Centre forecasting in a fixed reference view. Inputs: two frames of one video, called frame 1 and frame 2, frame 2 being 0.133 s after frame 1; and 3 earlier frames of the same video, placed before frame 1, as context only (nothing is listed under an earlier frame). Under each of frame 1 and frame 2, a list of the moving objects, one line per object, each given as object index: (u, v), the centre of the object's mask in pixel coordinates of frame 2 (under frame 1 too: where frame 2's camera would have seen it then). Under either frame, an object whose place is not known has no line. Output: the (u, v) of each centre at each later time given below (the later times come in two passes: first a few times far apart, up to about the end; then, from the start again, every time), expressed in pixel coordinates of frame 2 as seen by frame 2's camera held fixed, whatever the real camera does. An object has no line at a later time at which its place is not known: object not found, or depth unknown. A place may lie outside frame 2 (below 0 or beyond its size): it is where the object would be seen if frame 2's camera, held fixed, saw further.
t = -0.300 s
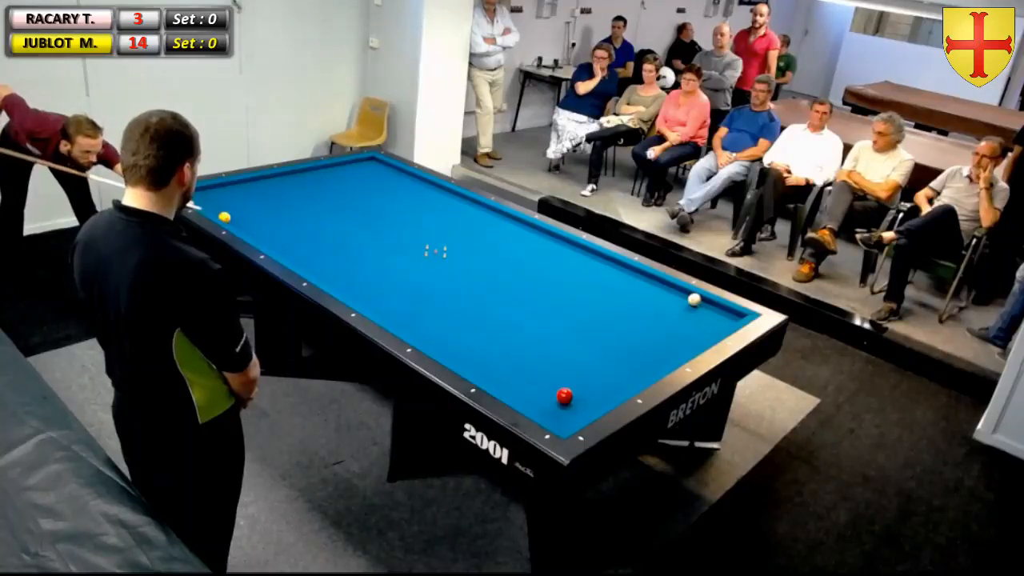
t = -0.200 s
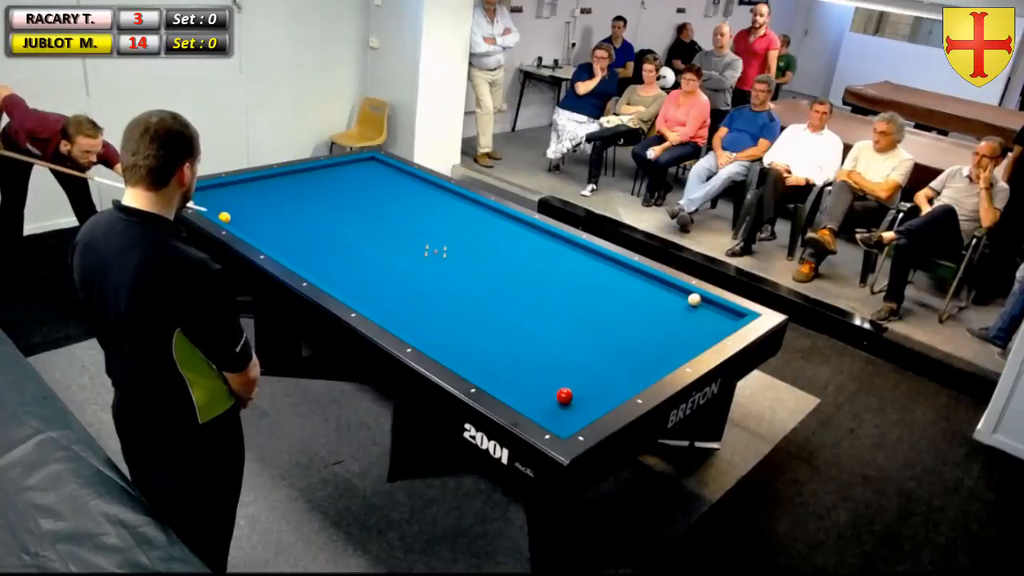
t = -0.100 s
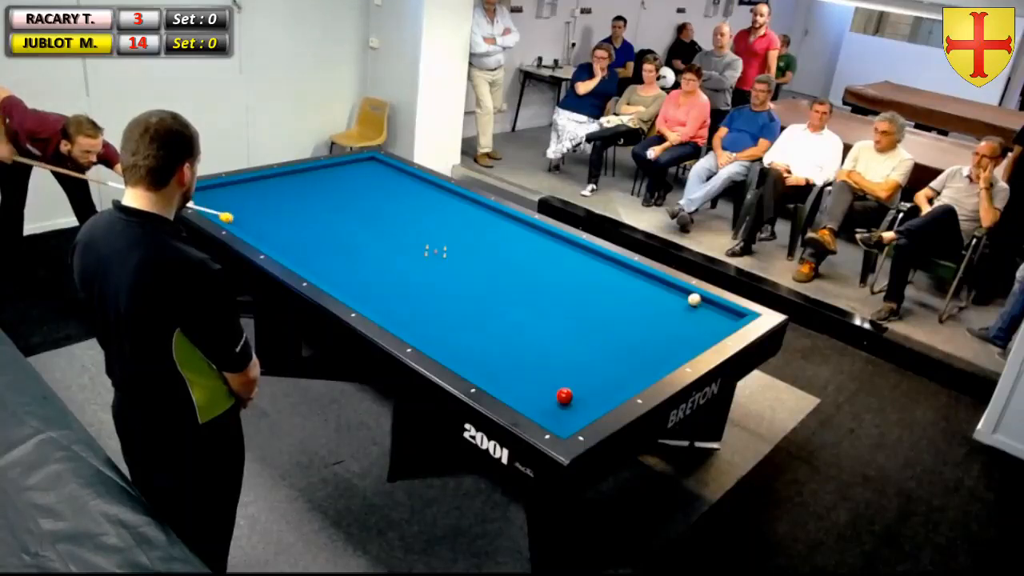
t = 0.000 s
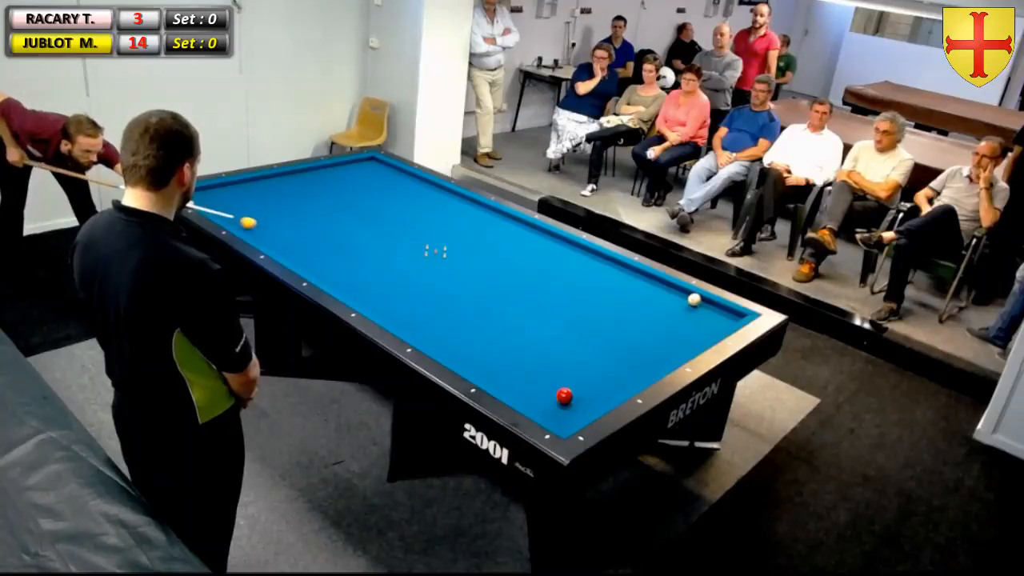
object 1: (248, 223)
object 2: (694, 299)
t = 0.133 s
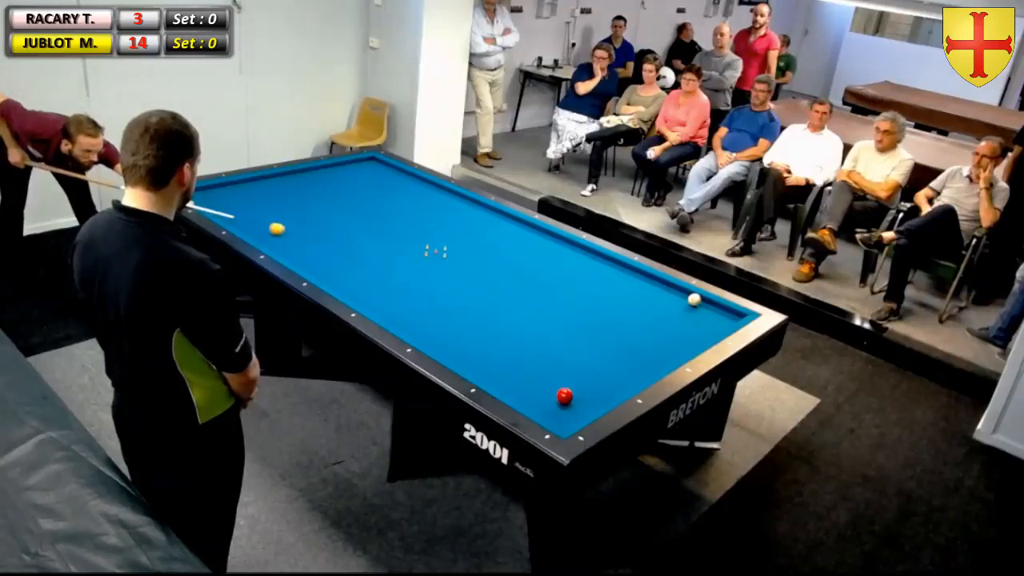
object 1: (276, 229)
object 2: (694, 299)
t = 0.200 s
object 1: (291, 232)
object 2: (694, 299)
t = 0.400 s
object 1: (334, 241)
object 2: (694, 299)
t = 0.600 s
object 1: (379, 251)
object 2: (694, 299)
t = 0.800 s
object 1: (424, 260)
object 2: (694, 299)
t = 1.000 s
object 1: (471, 270)
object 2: (694, 299)
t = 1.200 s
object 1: (518, 280)
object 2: (694, 299)
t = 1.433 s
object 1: (573, 292)
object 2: (694, 299)
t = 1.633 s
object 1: (622, 302)
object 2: (694, 299)
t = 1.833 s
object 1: (671, 313)
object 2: (694, 299)
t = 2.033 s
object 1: (719, 323)
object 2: (694, 299)
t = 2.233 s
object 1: (713, 307)
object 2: (694, 299)
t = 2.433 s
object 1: (705, 302)
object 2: (679, 296)
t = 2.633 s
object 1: (701, 302)
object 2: (659, 292)
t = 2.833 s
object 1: (697, 301)
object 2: (641, 288)
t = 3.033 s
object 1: (693, 301)
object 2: (622, 285)
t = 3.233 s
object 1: (690, 301)
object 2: (604, 281)
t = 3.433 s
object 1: (687, 300)
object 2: (586, 277)
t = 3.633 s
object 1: (684, 300)
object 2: (569, 274)
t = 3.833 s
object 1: (682, 300)
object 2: (552, 270)
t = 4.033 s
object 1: (680, 300)
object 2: (536, 267)
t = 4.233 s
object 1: (678, 300)
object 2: (521, 263)
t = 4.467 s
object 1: (677, 300)
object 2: (503, 260)
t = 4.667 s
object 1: (676, 300)
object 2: (488, 257)
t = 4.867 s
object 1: (674, 300)
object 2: (474, 254)
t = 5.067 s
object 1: (674, 300)
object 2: (460, 251)
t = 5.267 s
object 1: (674, 300)
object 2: (448, 248)
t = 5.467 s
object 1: (674, 300)
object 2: (434, 246)
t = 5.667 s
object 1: (674, 300)
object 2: (422, 244)
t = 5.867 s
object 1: (674, 300)
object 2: (410, 241)
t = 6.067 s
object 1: (674, 300)
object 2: (399, 238)
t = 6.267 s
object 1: (674, 300)
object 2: (388, 236)
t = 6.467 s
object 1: (674, 300)
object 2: (377, 234)
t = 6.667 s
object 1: (673, 300)
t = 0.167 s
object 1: (283, 230)
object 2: (694, 299)
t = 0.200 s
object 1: (291, 232)
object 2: (694, 299)
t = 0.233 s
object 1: (298, 233)
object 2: (694, 299)
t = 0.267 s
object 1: (305, 235)
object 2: (694, 299)
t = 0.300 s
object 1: (312, 237)
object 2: (694, 299)
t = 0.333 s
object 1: (320, 238)
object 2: (694, 299)
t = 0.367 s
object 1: (327, 240)
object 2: (694, 299)
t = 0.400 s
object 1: (334, 241)
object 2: (694, 299)
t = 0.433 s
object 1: (341, 242)
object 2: (694, 299)
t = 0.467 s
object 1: (349, 244)
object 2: (694, 299)
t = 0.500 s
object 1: (357, 246)
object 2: (694, 299)
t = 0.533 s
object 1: (364, 247)
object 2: (694, 299)
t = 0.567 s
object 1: (371, 249)
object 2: (694, 299)
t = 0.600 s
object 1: (379, 251)
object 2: (694, 299)
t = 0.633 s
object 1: (387, 252)
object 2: (694, 299)
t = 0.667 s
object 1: (394, 254)
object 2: (694, 299)
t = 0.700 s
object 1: (402, 256)
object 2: (694, 299)
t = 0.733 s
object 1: (409, 257)
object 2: (694, 299)
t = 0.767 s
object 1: (416, 259)
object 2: (694, 299)
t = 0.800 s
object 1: (424, 260)
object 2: (694, 299)
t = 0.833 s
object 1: (432, 262)
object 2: (694, 299)
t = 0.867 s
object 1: (440, 264)
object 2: (694, 299)
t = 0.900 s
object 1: (448, 265)
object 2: (694, 299)
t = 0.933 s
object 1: (455, 267)
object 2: (694, 299)
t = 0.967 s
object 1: (463, 269)
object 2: (694, 299)
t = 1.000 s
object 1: (471, 270)
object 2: (694, 299)
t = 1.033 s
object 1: (478, 272)
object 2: (694, 299)
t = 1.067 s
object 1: (486, 273)
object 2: (694, 299)
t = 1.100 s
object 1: (494, 275)
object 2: (694, 299)
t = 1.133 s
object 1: (502, 277)
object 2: (694, 299)
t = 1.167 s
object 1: (510, 278)
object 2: (694, 299)
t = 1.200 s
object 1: (518, 280)
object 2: (694, 299)
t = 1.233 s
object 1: (526, 282)
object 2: (694, 299)
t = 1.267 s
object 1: (534, 283)
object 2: (694, 299)
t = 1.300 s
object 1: (542, 285)
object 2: (694, 299)
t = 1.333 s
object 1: (550, 287)
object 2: (694, 299)
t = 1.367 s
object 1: (558, 289)
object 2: (694, 299)
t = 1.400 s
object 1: (566, 290)
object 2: (694, 299)
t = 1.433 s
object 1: (573, 292)
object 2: (694, 299)
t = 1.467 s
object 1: (582, 294)
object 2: (694, 299)
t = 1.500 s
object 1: (590, 295)
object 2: (694, 299)
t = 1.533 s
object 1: (598, 297)
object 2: (694, 299)
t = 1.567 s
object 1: (606, 299)
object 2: (694, 299)
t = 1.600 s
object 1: (614, 301)
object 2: (694, 299)
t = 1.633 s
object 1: (622, 302)
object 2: (694, 299)
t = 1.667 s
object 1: (630, 304)
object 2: (694, 299)
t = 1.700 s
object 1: (638, 306)
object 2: (694, 299)
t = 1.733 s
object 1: (646, 308)
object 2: (694, 299)
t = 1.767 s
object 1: (654, 309)
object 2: (694, 299)
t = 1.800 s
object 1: (663, 311)
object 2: (694, 299)
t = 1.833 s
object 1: (671, 313)
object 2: (694, 299)
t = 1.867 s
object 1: (679, 314)
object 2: (694, 299)
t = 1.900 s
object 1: (687, 316)
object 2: (694, 299)
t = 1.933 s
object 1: (695, 317)
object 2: (694, 299)
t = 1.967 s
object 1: (704, 320)
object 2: (694, 299)
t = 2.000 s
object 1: (712, 321)
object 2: (694, 299)
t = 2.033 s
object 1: (719, 323)
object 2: (694, 299)
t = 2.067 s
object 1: (724, 322)
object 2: (694, 299)
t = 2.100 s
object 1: (721, 319)
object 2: (694, 299)
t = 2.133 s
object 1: (719, 316)
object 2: (694, 299)
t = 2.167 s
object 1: (716, 313)
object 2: (694, 299)
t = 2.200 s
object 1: (715, 310)
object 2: (694, 299)
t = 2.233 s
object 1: (713, 307)
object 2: (694, 299)
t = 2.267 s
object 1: (711, 304)
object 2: (693, 299)
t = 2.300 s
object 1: (710, 302)
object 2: (694, 299)
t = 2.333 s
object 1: (707, 302)
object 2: (692, 299)
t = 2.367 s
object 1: (707, 302)
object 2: (687, 298)
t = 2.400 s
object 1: (706, 302)
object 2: (683, 297)
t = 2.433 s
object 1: (705, 302)
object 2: (679, 296)
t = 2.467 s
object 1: (705, 302)
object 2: (676, 296)
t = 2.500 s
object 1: (704, 302)
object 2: (672, 295)
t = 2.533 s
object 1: (703, 302)
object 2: (669, 294)
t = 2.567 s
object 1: (703, 302)
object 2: (666, 294)
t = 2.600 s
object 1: (702, 302)
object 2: (663, 293)
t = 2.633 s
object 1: (701, 302)
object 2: (659, 292)
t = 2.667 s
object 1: (700, 302)
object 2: (656, 292)
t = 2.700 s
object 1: (700, 302)
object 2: (653, 291)
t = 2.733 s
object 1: (699, 301)
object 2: (650, 290)
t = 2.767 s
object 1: (698, 301)
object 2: (647, 290)
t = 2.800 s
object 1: (698, 301)
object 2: (644, 289)
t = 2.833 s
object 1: (697, 301)
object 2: (641, 288)
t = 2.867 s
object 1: (696, 301)
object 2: (637, 288)
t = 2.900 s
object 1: (696, 301)
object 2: (634, 287)
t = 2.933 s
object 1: (695, 301)
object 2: (631, 286)
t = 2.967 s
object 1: (694, 301)
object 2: (628, 286)
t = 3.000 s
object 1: (694, 301)
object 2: (625, 285)
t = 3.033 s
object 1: (693, 301)
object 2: (622, 285)
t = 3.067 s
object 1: (693, 301)
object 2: (619, 284)
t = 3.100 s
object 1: (692, 301)
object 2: (616, 283)
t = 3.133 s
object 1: (692, 301)
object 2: (613, 283)
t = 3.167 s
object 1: (691, 301)
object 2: (610, 282)
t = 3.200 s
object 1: (690, 301)
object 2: (607, 282)
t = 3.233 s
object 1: (690, 301)
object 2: (604, 281)
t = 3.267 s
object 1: (690, 301)
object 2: (601, 280)
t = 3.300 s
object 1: (689, 301)
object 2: (598, 280)
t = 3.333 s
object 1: (689, 301)
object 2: (595, 279)
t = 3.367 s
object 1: (688, 300)
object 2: (592, 278)
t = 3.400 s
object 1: (688, 300)
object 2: (589, 278)
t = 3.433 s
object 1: (687, 300)
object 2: (586, 277)
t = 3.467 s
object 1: (686, 300)
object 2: (583, 277)
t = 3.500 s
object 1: (686, 300)
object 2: (580, 276)
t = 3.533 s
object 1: (685, 300)
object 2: (577, 275)
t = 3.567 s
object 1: (685, 300)
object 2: (575, 275)
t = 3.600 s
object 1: (685, 300)
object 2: (572, 274)
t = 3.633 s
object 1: (684, 300)
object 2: (569, 274)
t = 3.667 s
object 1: (684, 300)
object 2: (566, 273)
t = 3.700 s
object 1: (683, 300)
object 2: (563, 273)
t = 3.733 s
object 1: (683, 300)
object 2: (560, 272)
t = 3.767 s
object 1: (683, 300)
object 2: (558, 271)
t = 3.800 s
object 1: (682, 300)
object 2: (555, 271)
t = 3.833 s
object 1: (682, 300)
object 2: (552, 270)
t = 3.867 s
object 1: (682, 300)
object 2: (549, 270)
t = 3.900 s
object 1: (681, 300)
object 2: (547, 269)
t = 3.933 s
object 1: (681, 300)
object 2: (544, 269)
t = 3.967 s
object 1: (681, 300)
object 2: (542, 268)
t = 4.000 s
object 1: (680, 300)
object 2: (539, 267)
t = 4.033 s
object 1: (680, 300)
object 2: (536, 267)
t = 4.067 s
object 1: (680, 300)
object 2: (534, 266)
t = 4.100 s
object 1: (679, 300)
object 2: (531, 266)
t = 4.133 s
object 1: (679, 300)
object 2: (529, 265)
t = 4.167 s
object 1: (679, 300)
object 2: (526, 265)
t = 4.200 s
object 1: (678, 300)
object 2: (523, 264)
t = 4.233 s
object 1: (678, 300)
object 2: (521, 263)
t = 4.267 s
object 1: (678, 300)
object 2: (518, 263)
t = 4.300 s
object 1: (678, 300)
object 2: (516, 262)
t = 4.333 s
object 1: (678, 300)
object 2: (513, 262)
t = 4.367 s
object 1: (677, 300)
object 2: (510, 261)
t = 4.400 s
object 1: (677, 300)
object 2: (508, 261)
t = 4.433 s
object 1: (677, 300)
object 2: (506, 260)
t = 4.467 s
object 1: (677, 300)
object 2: (503, 260)
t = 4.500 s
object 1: (676, 300)
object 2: (501, 259)
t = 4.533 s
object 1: (676, 300)
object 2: (498, 259)
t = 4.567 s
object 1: (676, 300)
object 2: (496, 258)
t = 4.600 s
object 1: (676, 300)
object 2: (493, 258)
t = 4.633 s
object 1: (676, 300)
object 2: (491, 257)
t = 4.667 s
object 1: (676, 300)
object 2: (488, 257)
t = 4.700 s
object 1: (675, 300)
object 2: (486, 256)
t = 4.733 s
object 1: (675, 300)
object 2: (483, 256)
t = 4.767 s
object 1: (675, 300)
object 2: (481, 255)
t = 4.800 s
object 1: (675, 300)
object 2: (479, 255)
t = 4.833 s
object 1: (675, 300)
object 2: (476, 254)
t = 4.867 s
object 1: (674, 300)
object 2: (474, 254)
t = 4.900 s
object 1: (674, 300)
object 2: (472, 254)
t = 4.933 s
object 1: (674, 300)
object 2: (470, 253)
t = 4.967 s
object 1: (674, 300)
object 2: (467, 253)
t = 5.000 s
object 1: (674, 300)
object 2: (465, 252)
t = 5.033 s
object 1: (674, 300)
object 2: (463, 252)
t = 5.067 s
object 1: (674, 300)
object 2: (460, 251)
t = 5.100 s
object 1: (674, 300)
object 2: (458, 251)
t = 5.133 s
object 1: (674, 300)
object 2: (456, 250)
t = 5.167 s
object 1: (674, 300)
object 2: (454, 250)
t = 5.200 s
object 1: (674, 300)
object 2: (451, 249)
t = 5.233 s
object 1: (674, 300)
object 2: (449, 249)
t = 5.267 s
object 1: (674, 300)
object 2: (448, 248)
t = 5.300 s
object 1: (674, 300)
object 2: (445, 248)
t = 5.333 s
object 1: (674, 300)
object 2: (443, 248)
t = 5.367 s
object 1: (674, 300)
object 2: (441, 247)
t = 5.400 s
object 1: (674, 300)
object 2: (439, 247)
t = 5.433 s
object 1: (674, 300)
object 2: (436, 246)
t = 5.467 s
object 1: (674, 300)
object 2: (434, 246)
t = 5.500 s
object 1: (674, 300)
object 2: (432, 246)
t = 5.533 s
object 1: (674, 300)
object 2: (430, 245)
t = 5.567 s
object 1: (674, 300)
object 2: (428, 245)
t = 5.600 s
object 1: (674, 300)
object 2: (426, 244)
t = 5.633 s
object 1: (674, 300)
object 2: (424, 244)
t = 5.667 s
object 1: (674, 300)
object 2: (422, 244)
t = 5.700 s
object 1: (674, 300)
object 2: (420, 243)
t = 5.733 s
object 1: (674, 300)
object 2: (418, 242)
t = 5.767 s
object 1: (674, 300)
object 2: (416, 242)
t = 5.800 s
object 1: (674, 300)
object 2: (414, 242)
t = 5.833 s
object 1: (674, 300)
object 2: (412, 241)
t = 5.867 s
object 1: (674, 300)
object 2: (410, 241)
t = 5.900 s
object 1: (674, 300)
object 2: (408, 240)
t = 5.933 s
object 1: (674, 300)
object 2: (407, 240)
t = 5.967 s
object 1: (674, 300)
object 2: (405, 240)
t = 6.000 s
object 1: (674, 300)
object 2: (402, 239)
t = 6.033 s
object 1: (674, 300)
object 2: (401, 239)
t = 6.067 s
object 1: (674, 300)
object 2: (399, 238)
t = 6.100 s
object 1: (674, 300)
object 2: (397, 238)
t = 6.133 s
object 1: (674, 300)
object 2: (395, 237)
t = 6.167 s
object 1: (674, 300)
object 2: (393, 237)
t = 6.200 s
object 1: (674, 300)
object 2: (391, 237)
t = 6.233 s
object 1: (674, 300)
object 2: (390, 236)
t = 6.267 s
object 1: (674, 300)
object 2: (388, 236)
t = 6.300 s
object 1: (674, 300)
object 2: (386, 236)
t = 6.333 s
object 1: (674, 300)
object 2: (384, 235)
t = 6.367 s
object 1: (674, 300)
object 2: (382, 235)
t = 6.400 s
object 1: (674, 300)
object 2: (381, 234)
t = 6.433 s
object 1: (674, 300)
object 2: (379, 234)
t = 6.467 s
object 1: (674, 300)
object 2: (377, 234)
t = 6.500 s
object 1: (673, 300)
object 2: (375, 233)
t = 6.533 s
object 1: (673, 300)
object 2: (374, 233)
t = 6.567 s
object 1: (673, 300)
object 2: (372, 233)
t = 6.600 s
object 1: (673, 300)
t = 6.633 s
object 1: (673, 300)
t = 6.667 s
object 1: (673, 300)
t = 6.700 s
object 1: (673, 300)
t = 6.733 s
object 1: (673, 300)
